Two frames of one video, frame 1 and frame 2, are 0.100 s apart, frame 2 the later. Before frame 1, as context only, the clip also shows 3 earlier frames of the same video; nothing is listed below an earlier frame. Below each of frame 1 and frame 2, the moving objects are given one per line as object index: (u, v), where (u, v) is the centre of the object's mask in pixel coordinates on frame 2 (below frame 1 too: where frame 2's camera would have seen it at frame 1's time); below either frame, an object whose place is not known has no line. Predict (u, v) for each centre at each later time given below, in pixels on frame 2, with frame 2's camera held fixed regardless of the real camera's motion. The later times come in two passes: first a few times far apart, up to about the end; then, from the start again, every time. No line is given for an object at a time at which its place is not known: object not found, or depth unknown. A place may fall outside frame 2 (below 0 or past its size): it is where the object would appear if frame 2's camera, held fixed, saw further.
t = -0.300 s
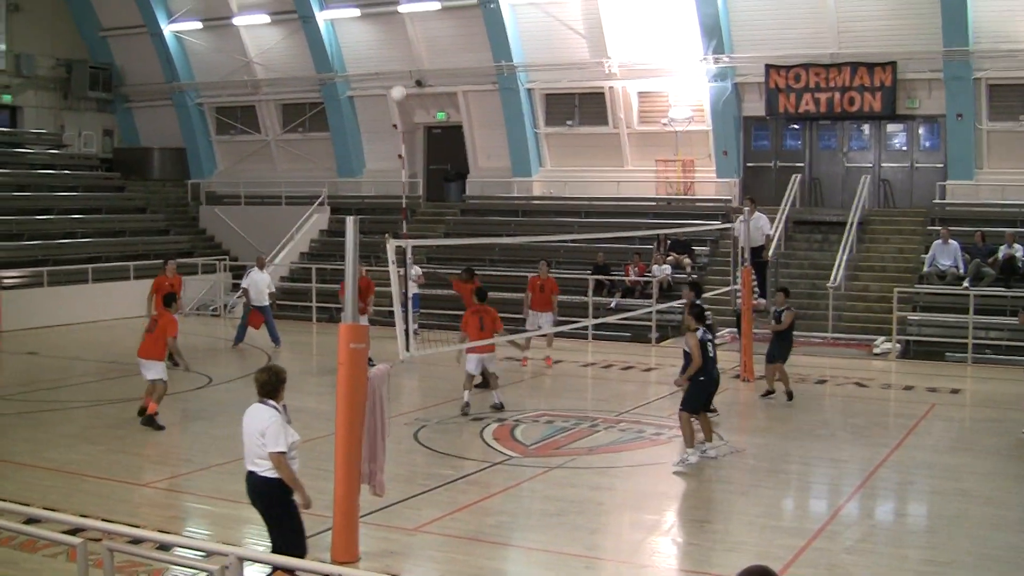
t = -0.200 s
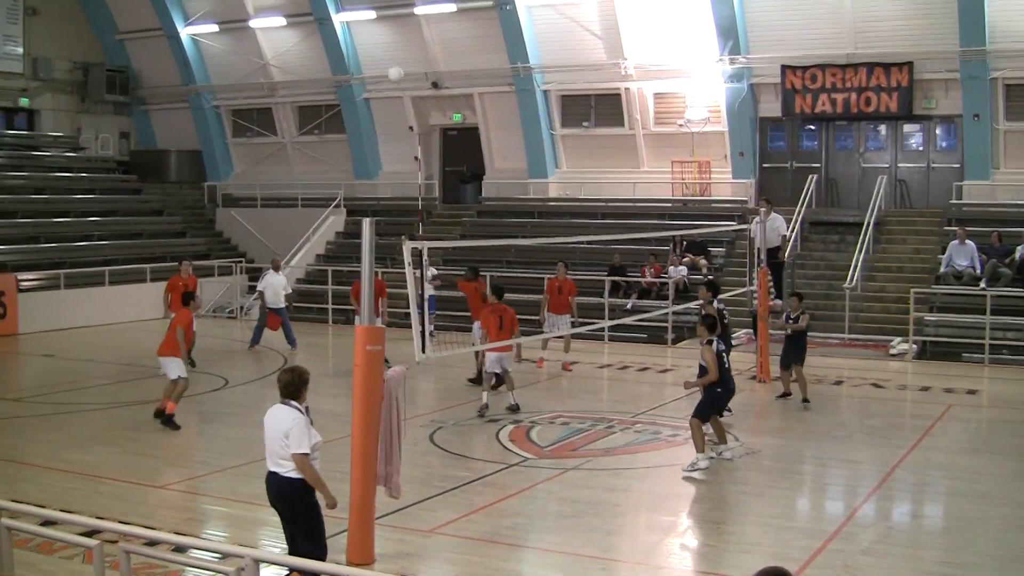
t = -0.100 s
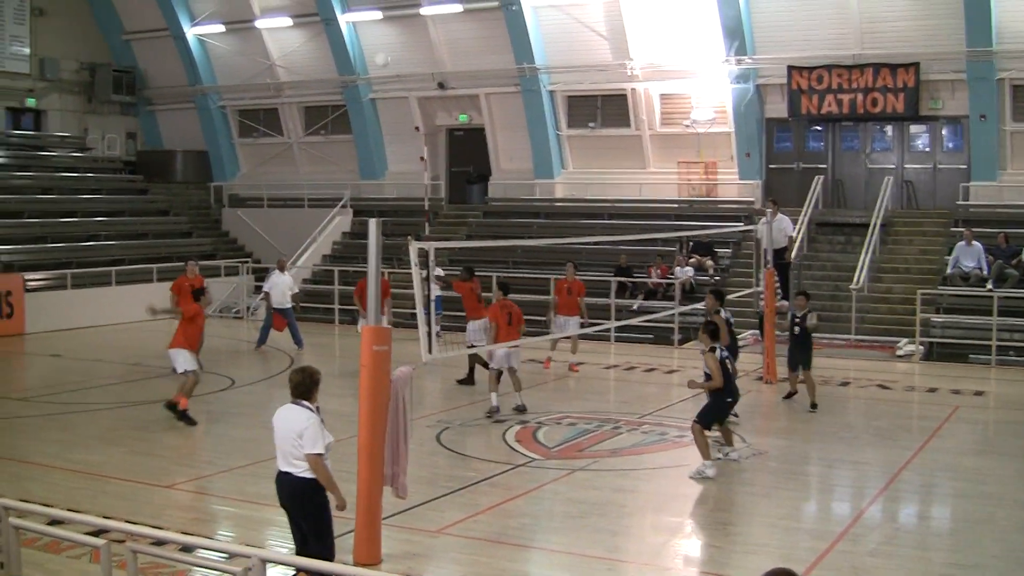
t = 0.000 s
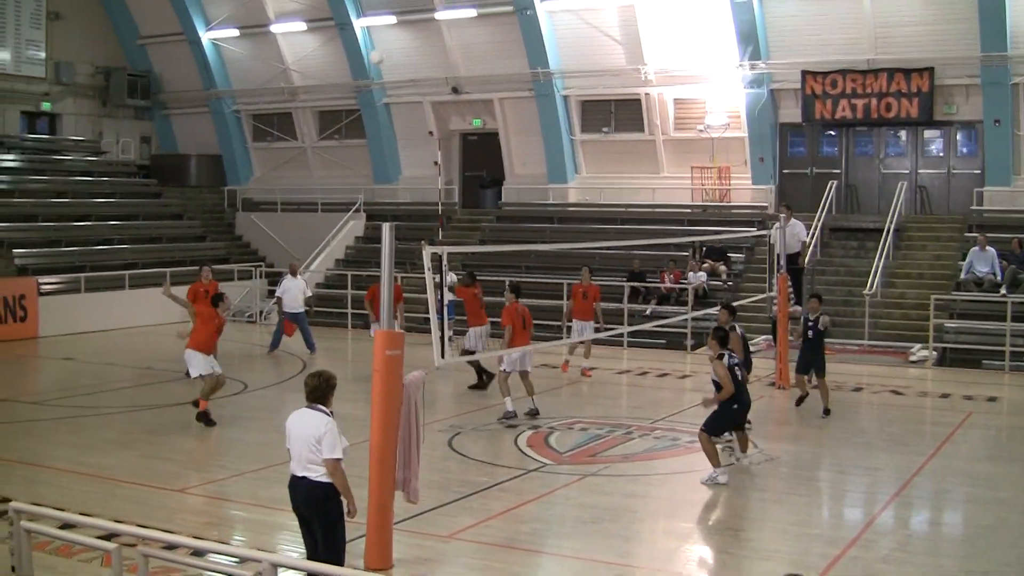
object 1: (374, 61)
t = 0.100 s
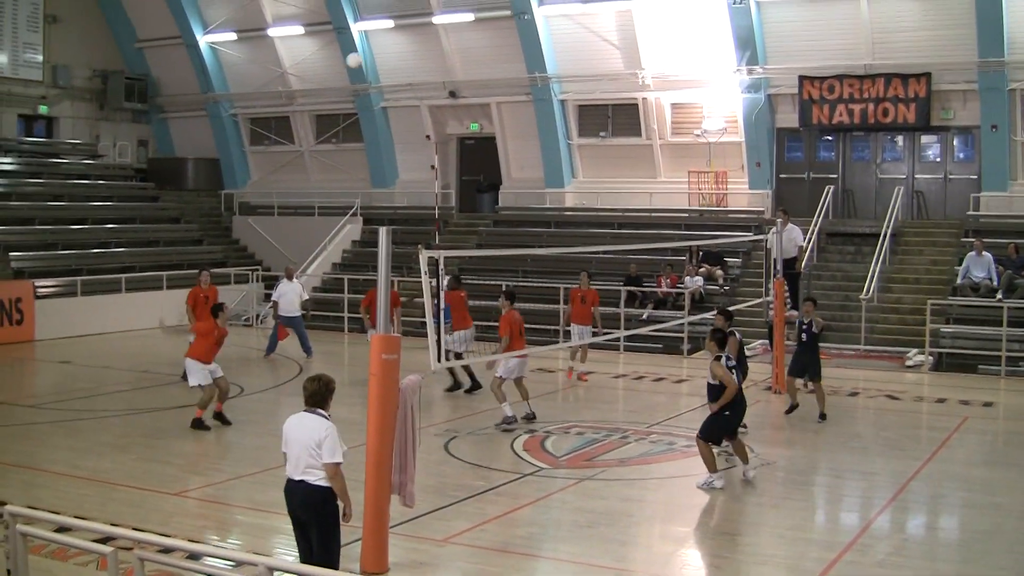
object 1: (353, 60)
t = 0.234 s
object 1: (328, 71)
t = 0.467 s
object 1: (279, 125)
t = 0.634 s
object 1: (245, 190)
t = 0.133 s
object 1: (348, 62)
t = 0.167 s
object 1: (341, 64)
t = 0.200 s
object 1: (334, 67)
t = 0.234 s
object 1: (328, 71)
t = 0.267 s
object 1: (320, 75)
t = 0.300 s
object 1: (314, 81)
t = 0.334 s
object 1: (307, 88)
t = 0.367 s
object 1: (300, 96)
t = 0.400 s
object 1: (293, 104)
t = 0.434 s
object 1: (286, 114)
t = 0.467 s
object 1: (279, 125)
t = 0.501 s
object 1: (272, 135)
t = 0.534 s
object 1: (266, 148)
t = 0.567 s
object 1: (258, 161)
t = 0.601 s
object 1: (252, 175)
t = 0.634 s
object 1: (245, 190)
